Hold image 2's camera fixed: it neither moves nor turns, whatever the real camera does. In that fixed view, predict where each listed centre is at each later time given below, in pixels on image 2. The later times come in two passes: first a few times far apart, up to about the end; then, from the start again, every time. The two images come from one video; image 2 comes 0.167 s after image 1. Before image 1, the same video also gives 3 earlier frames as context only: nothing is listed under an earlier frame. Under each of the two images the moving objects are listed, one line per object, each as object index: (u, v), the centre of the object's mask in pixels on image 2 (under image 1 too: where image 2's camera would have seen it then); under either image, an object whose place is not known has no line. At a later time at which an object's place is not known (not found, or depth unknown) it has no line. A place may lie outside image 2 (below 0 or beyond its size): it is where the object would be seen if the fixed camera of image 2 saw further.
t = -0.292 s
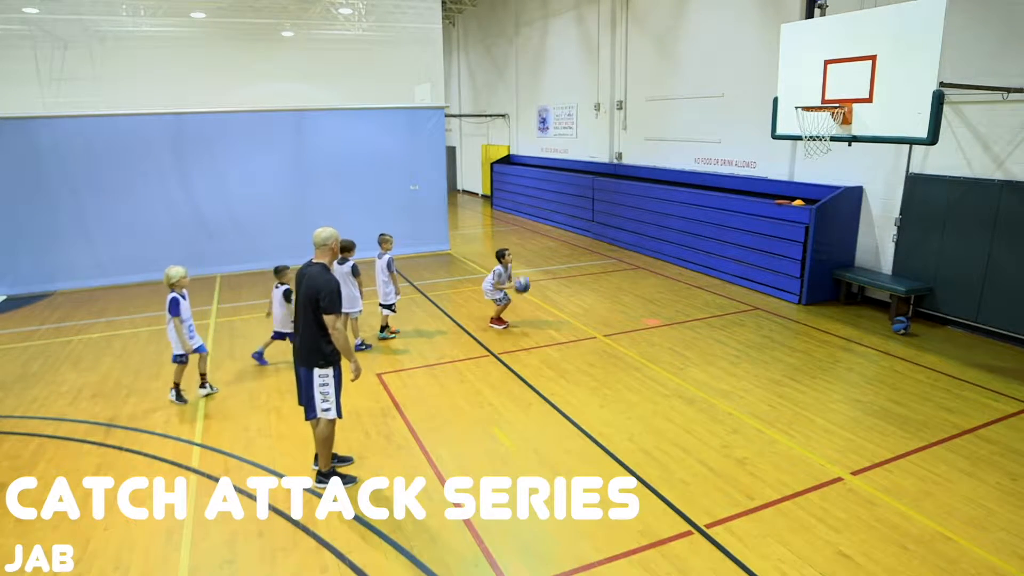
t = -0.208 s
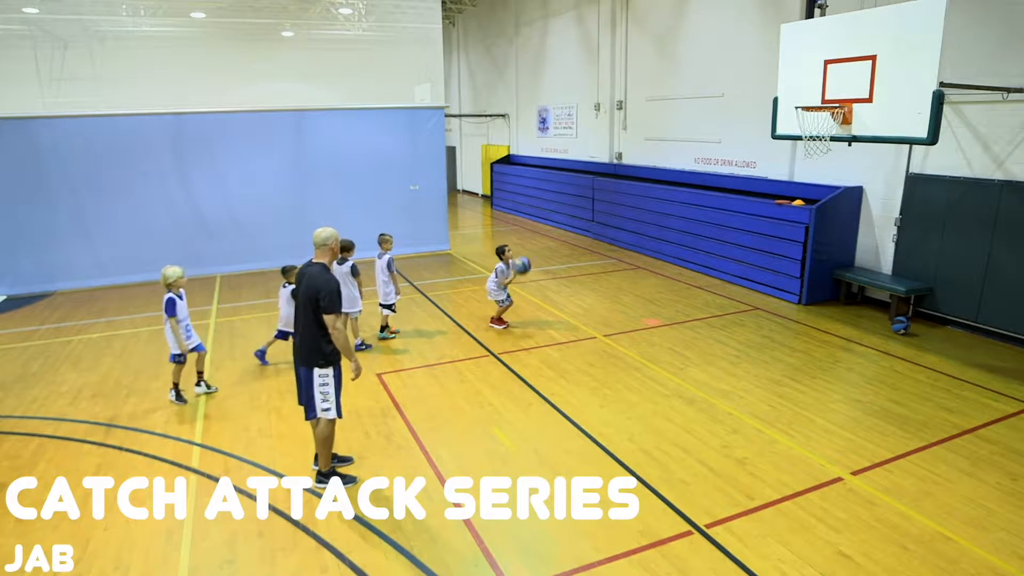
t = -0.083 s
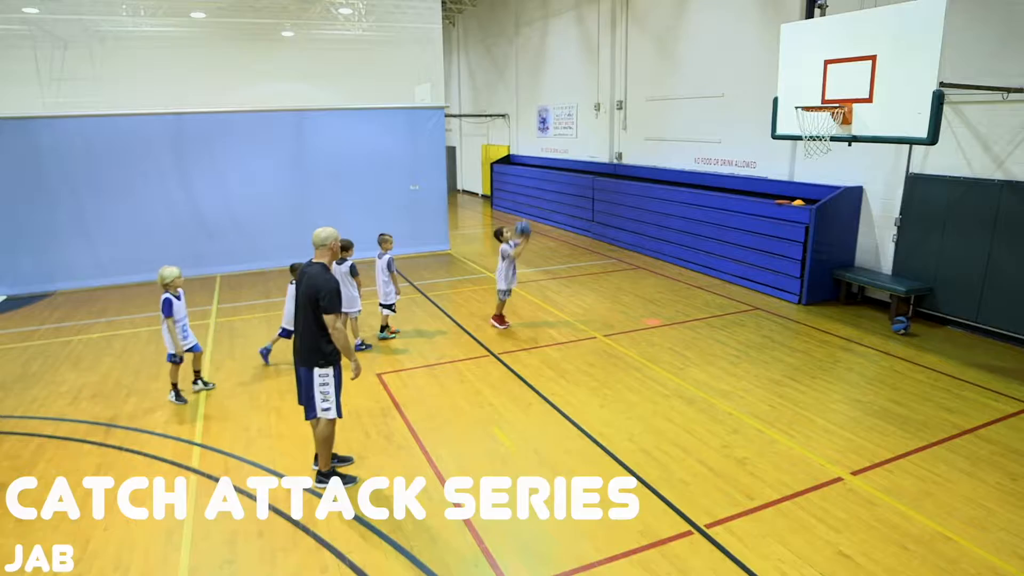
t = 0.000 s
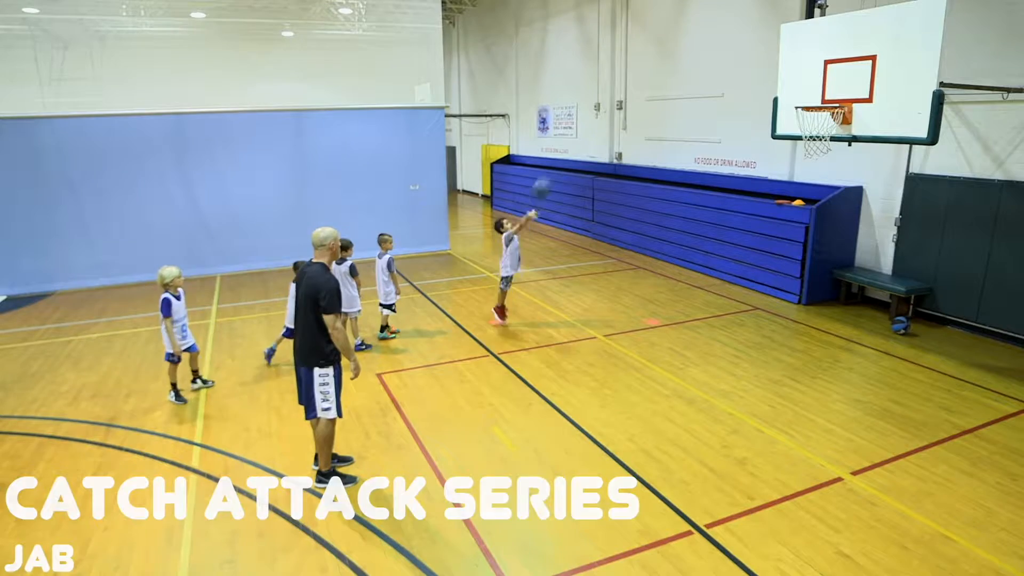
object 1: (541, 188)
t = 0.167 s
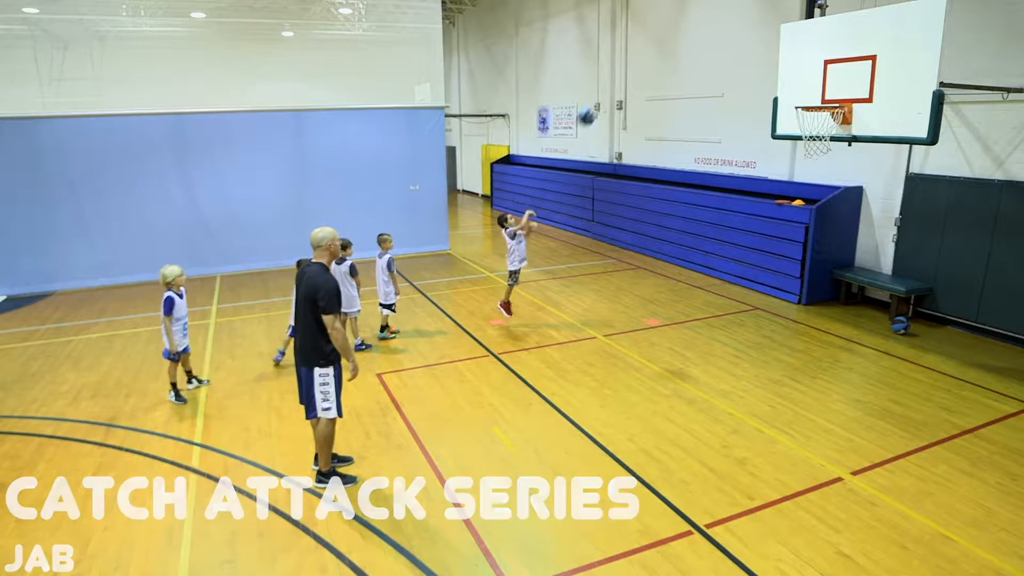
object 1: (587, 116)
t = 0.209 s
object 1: (598, 102)
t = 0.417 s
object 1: (657, 46)
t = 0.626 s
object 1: (720, 29)
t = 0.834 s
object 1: (780, 54)
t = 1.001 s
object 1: (826, 96)
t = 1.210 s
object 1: (792, 80)
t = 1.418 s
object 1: (752, 106)
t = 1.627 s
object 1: (706, 178)
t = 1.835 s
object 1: (662, 287)
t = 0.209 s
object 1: (598, 102)
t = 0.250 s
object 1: (610, 87)
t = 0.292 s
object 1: (621, 76)
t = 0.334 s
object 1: (633, 64)
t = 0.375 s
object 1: (646, 54)
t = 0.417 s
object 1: (657, 46)
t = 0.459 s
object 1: (669, 40)
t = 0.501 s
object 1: (682, 34)
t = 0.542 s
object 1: (694, 32)
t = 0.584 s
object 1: (706, 29)
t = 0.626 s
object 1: (720, 29)
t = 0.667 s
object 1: (732, 30)
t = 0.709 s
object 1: (744, 33)
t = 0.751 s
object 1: (757, 39)
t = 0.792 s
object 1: (768, 45)
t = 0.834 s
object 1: (780, 54)
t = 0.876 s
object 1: (793, 63)
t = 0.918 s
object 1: (805, 75)
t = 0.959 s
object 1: (817, 89)
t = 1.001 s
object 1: (826, 96)
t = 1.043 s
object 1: (821, 90)
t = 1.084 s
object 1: (814, 85)
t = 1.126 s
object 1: (807, 82)
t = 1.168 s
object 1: (800, 80)
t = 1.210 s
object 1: (792, 80)
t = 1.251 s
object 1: (784, 82)
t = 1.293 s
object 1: (776, 86)
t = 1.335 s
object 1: (768, 90)
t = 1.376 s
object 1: (760, 97)
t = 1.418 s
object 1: (752, 106)
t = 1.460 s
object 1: (743, 117)
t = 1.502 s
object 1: (734, 129)
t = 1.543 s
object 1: (725, 143)
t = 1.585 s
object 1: (716, 160)
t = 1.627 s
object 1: (706, 178)
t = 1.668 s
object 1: (699, 194)
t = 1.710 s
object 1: (689, 216)
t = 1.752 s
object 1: (680, 237)
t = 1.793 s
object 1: (671, 262)
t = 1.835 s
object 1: (662, 287)
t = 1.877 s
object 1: (653, 314)
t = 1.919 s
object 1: (643, 342)
